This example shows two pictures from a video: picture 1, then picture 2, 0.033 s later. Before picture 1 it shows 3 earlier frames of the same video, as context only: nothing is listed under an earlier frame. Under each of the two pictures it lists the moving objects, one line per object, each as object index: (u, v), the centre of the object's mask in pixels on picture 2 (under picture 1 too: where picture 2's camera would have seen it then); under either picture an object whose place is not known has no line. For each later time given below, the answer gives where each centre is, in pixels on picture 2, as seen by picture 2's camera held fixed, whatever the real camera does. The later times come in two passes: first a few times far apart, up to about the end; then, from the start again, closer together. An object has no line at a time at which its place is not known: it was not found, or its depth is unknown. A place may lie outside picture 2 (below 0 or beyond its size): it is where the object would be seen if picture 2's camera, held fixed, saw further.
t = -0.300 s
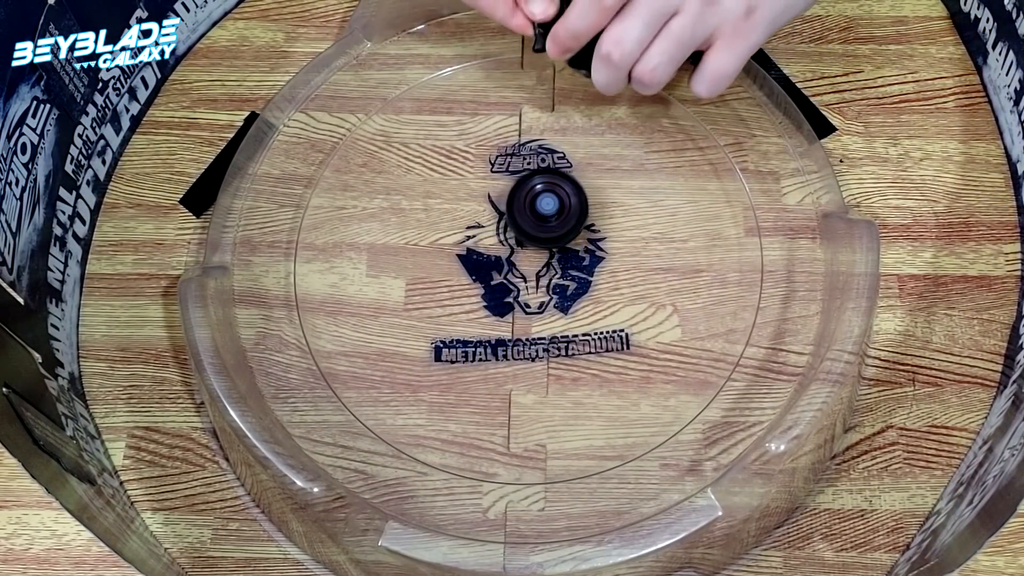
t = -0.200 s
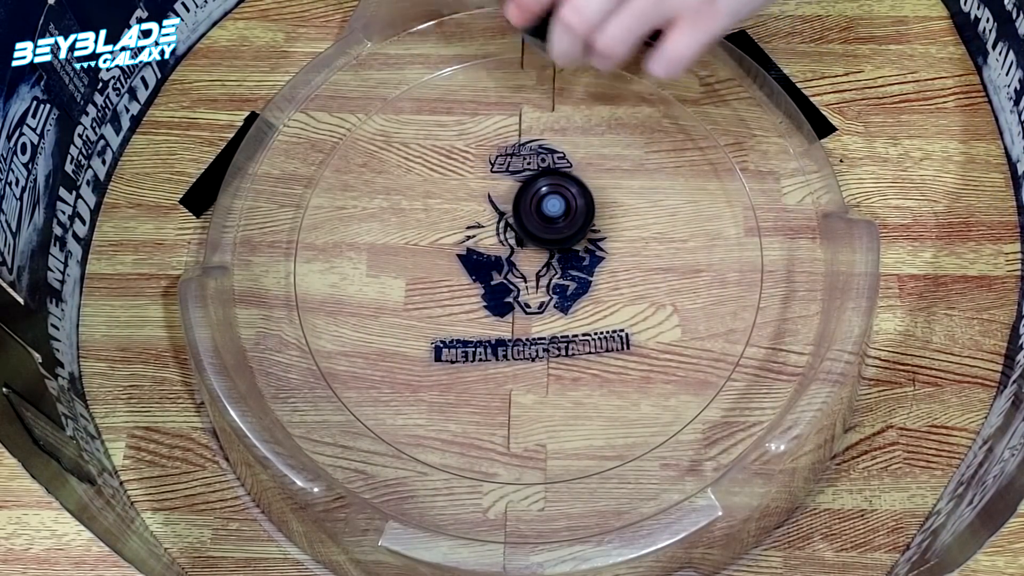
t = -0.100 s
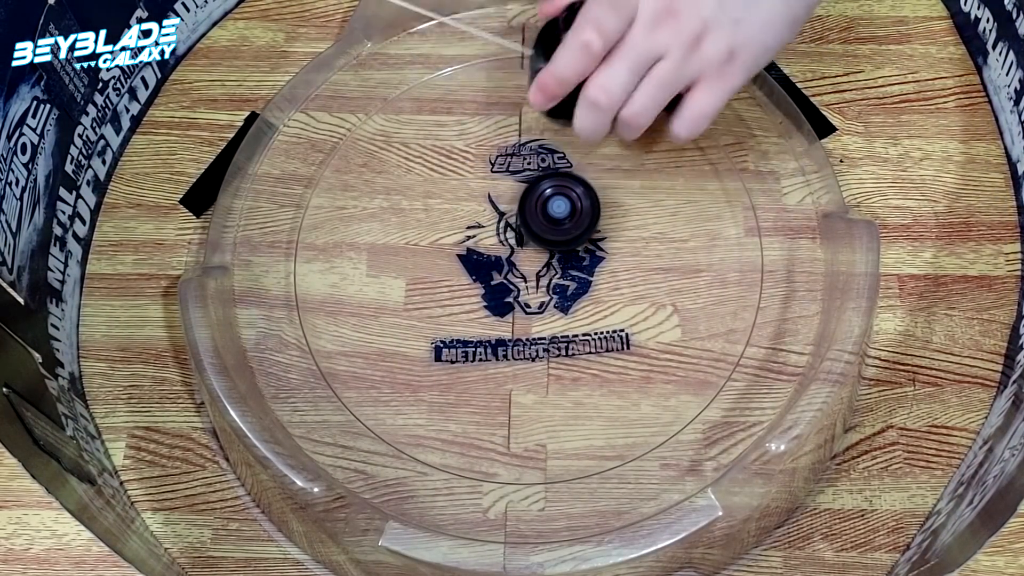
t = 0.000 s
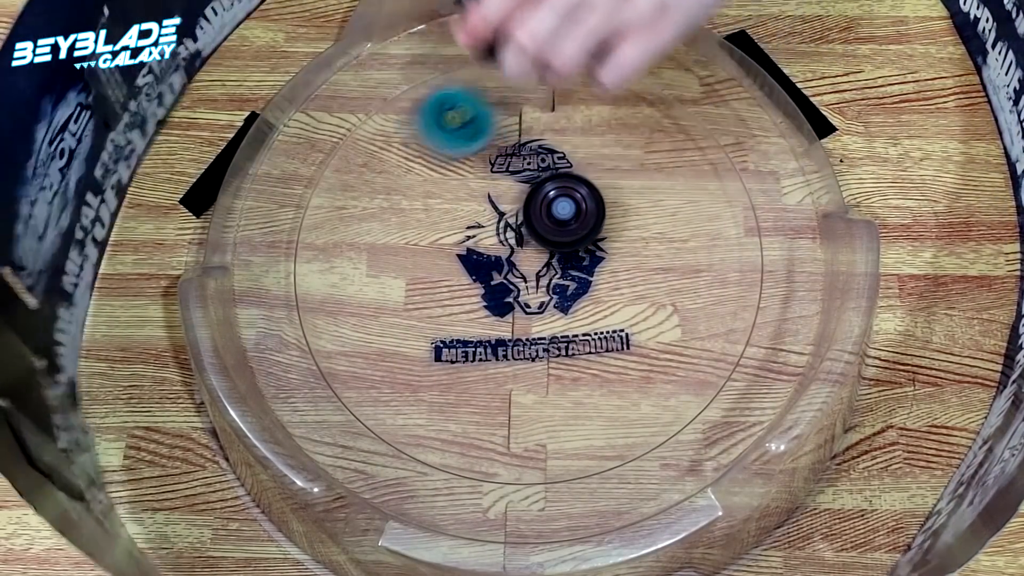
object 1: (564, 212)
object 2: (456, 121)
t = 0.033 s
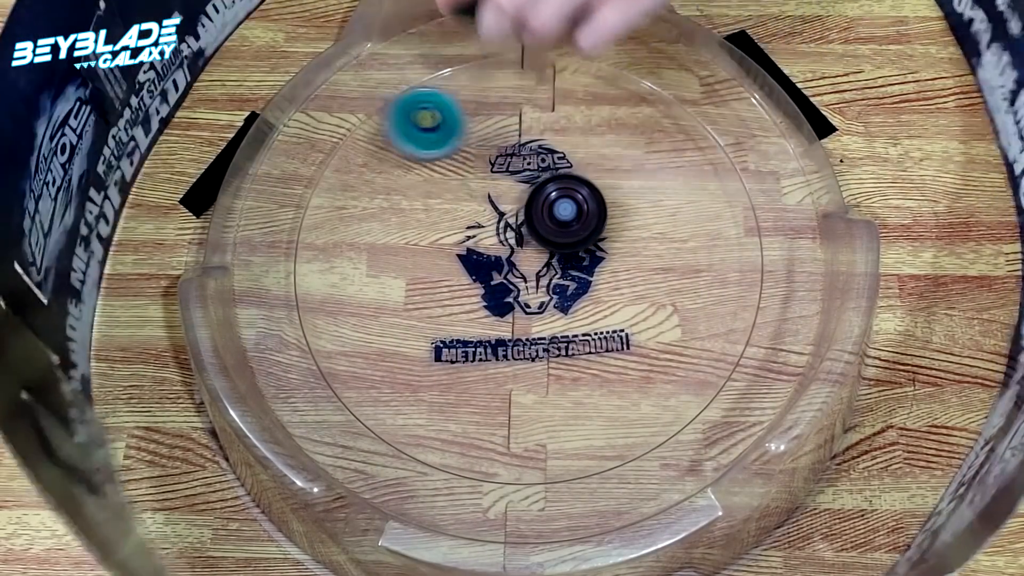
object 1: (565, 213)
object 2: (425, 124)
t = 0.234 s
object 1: (573, 222)
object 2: (339, 203)
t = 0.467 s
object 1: (583, 231)
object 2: (420, 280)
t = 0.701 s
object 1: (772, 186)
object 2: (333, 268)
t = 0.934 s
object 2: (341, 320)
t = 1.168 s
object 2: (523, 348)
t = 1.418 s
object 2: (620, 202)
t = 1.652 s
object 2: (528, 110)
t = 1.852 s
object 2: (444, 156)
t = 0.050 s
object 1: (566, 214)
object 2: (411, 126)
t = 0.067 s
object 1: (566, 215)
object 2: (396, 132)
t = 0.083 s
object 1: (567, 215)
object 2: (385, 139)
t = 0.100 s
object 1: (567, 216)
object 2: (374, 149)
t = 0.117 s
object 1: (568, 217)
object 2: (362, 163)
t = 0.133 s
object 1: (569, 218)
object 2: (354, 173)
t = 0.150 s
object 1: (569, 218)
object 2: (349, 174)
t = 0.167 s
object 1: (570, 219)
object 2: (345, 178)
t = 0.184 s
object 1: (571, 220)
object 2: (342, 185)
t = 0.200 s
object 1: (572, 221)
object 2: (340, 194)
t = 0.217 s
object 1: (572, 221)
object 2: (339, 199)
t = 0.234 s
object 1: (573, 222)
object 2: (339, 203)
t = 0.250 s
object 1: (574, 222)
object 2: (341, 210)
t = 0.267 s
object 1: (574, 223)
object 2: (343, 214)
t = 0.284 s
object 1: (575, 224)
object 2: (346, 219)
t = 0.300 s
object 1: (576, 225)
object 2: (349, 224)
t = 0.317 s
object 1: (577, 226)
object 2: (352, 229)
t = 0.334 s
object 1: (578, 227)
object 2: (355, 235)
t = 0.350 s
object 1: (579, 227)
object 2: (359, 241)
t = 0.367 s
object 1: (580, 228)
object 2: (366, 249)
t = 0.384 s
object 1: (581, 229)
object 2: (372, 256)
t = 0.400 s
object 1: (581, 229)
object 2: (380, 263)
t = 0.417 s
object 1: (582, 230)
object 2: (390, 269)
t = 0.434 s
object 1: (582, 230)
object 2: (398, 274)
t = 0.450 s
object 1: (583, 231)
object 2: (408, 278)
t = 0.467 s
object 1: (583, 231)
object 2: (420, 280)
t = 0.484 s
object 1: (584, 232)
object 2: (430, 281)
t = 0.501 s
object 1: (585, 232)
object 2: (442, 281)
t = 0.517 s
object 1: (585, 232)
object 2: (452, 281)
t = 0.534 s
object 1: (586, 233)
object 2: (463, 280)
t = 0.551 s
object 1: (587, 234)
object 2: (474, 278)
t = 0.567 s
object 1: (587, 234)
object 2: (483, 275)
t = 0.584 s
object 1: (588, 235)
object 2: (493, 272)
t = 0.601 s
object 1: (588, 236)
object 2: (502, 268)
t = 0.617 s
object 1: (592, 237)
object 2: (507, 264)
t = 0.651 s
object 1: (638, 223)
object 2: (465, 266)
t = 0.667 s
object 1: (686, 211)
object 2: (416, 267)
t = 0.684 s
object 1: (730, 198)
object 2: (374, 268)
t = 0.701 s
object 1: (772, 186)
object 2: (333, 268)
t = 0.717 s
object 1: (817, 174)
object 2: (297, 268)
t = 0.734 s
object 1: (854, 159)
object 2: (279, 267)
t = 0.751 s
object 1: (891, 145)
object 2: (267, 267)
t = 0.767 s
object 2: (259, 269)
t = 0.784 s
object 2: (261, 272)
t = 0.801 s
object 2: (265, 277)
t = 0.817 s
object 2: (270, 285)
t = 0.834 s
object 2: (277, 294)
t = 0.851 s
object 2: (285, 297)
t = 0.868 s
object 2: (294, 298)
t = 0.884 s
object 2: (304, 302)
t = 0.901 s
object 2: (316, 308)
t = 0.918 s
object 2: (330, 315)
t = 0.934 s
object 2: (341, 320)
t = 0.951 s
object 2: (353, 324)
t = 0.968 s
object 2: (365, 330)
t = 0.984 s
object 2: (380, 337)
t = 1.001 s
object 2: (391, 343)
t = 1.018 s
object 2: (405, 350)
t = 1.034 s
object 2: (418, 354)
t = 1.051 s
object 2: (431, 358)
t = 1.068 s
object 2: (444, 360)
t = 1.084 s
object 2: (457, 361)
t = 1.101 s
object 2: (470, 360)
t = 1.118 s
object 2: (484, 359)
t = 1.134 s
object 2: (497, 356)
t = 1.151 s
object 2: (510, 353)
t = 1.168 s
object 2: (523, 348)
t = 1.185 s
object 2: (536, 342)
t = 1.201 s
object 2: (547, 335)
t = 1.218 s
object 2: (559, 328)
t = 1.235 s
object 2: (569, 320)
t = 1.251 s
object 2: (579, 310)
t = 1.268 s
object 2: (588, 301)
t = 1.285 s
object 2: (596, 291)
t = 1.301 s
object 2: (603, 280)
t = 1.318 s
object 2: (609, 270)
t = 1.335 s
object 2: (613, 259)
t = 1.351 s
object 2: (617, 247)
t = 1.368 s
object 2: (619, 236)
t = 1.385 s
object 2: (621, 224)
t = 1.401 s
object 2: (621, 213)
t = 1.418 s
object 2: (620, 202)
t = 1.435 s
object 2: (617, 192)
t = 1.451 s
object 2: (614, 182)
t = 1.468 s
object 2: (610, 173)
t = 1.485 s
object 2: (606, 164)
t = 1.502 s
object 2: (600, 155)
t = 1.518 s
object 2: (594, 148)
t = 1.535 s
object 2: (587, 140)
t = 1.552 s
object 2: (580, 134)
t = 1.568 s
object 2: (572, 128)
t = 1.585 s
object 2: (564, 123)
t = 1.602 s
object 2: (555, 118)
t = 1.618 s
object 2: (547, 115)
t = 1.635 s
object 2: (538, 112)
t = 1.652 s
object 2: (528, 110)
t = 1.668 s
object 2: (519, 109)
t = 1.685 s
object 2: (510, 109)
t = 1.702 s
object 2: (501, 110)
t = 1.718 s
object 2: (492, 112)
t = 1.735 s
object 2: (484, 115)
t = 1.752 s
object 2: (476, 119)
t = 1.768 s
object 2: (468, 123)
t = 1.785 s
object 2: (461, 128)
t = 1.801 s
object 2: (456, 135)
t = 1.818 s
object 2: (451, 141)
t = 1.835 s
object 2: (447, 148)
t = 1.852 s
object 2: (444, 156)
